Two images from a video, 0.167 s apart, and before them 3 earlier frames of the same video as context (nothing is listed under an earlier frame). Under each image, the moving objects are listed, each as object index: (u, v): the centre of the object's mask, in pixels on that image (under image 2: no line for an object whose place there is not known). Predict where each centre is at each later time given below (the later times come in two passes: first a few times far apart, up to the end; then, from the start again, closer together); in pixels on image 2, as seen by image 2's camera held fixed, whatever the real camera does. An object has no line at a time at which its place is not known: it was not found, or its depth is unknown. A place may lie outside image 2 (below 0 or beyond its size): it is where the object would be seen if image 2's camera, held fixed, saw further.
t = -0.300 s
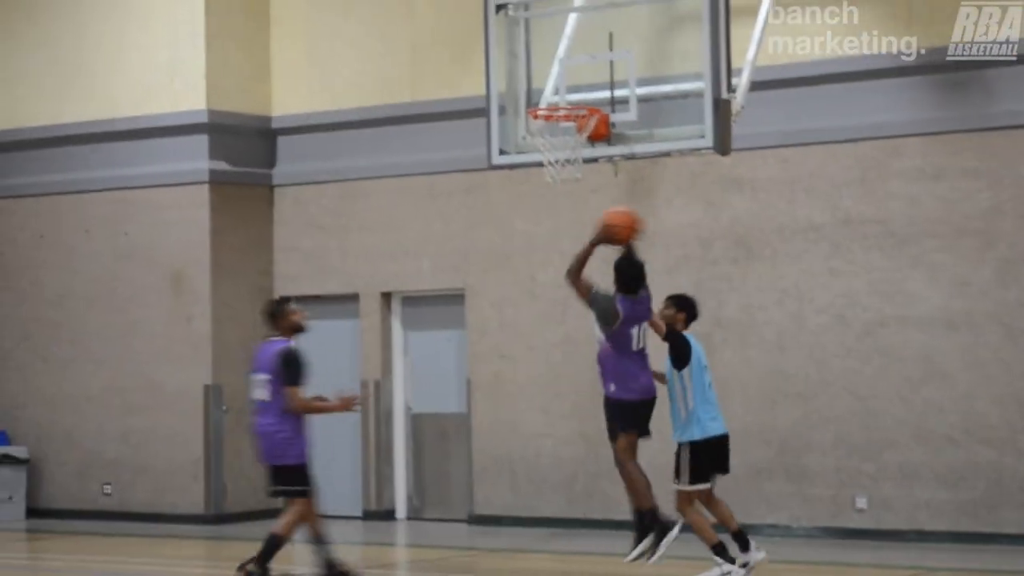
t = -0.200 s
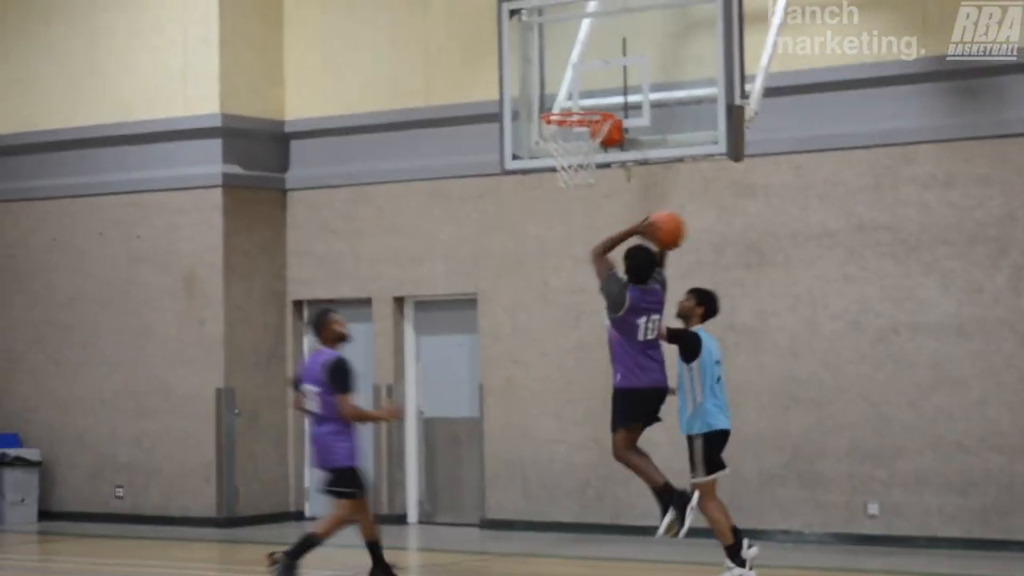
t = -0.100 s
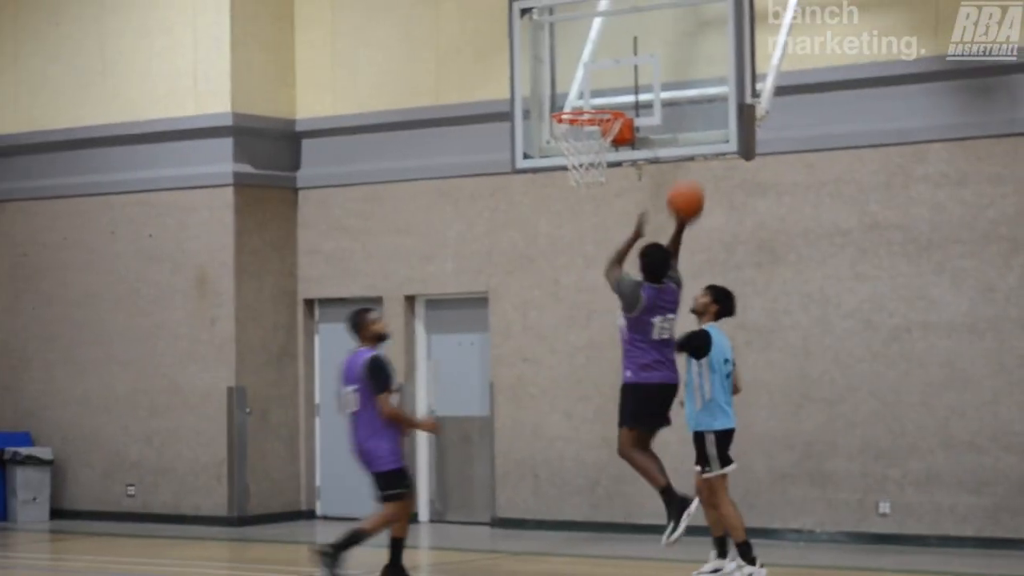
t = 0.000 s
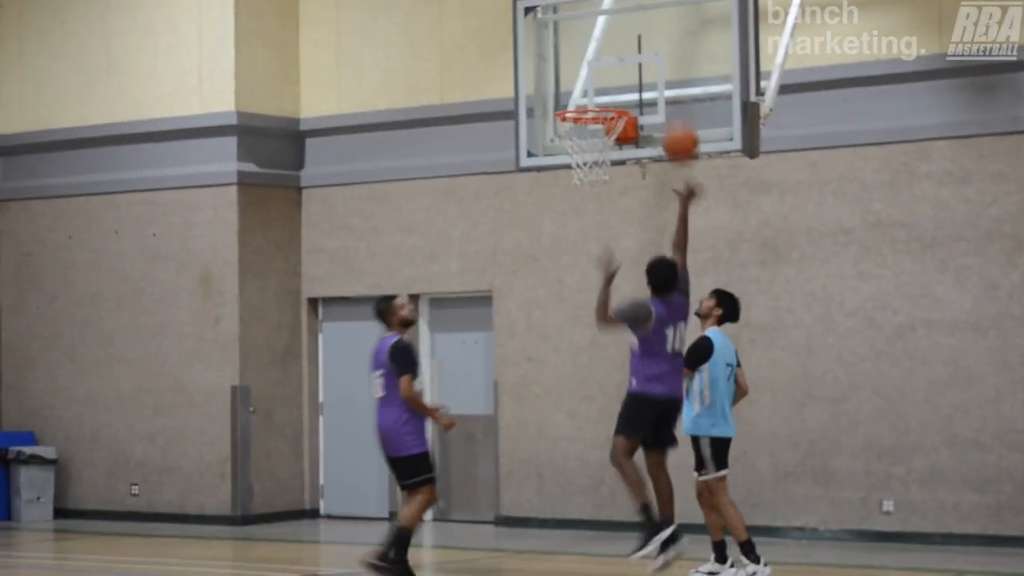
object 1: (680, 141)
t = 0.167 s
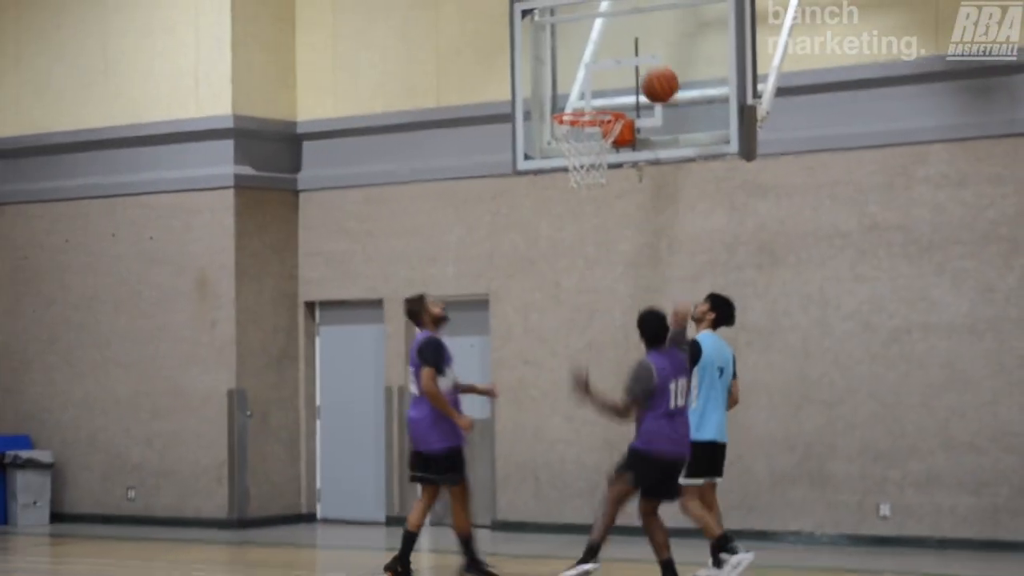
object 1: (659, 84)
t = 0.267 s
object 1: (650, 68)
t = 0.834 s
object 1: (595, 96)
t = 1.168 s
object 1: (580, 191)
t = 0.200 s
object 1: (657, 78)
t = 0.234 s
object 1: (653, 73)
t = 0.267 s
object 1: (650, 68)
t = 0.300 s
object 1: (646, 66)
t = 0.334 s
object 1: (643, 66)
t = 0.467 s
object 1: (631, 81)
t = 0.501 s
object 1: (629, 90)
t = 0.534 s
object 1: (623, 96)
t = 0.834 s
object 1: (595, 96)
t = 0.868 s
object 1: (591, 101)
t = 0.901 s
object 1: (589, 115)
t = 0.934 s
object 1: (585, 128)
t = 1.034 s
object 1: (579, 159)
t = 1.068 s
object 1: (579, 164)
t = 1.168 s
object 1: (580, 191)
